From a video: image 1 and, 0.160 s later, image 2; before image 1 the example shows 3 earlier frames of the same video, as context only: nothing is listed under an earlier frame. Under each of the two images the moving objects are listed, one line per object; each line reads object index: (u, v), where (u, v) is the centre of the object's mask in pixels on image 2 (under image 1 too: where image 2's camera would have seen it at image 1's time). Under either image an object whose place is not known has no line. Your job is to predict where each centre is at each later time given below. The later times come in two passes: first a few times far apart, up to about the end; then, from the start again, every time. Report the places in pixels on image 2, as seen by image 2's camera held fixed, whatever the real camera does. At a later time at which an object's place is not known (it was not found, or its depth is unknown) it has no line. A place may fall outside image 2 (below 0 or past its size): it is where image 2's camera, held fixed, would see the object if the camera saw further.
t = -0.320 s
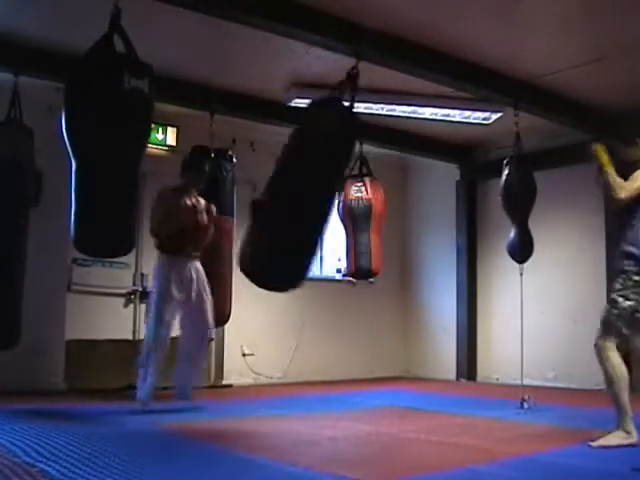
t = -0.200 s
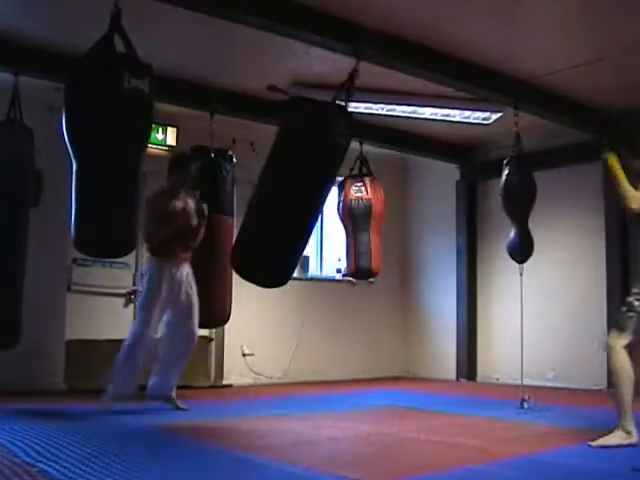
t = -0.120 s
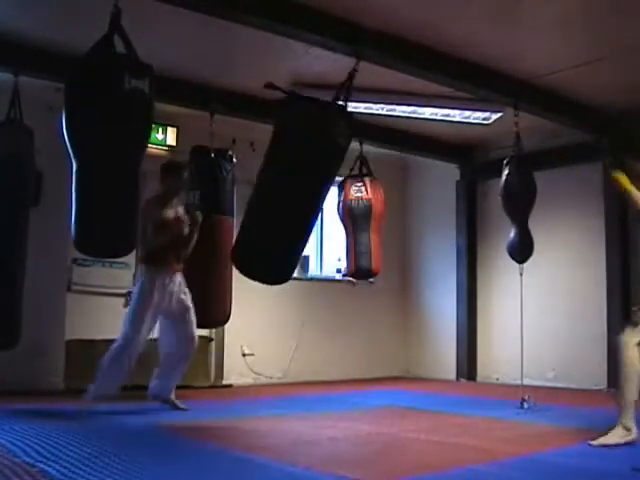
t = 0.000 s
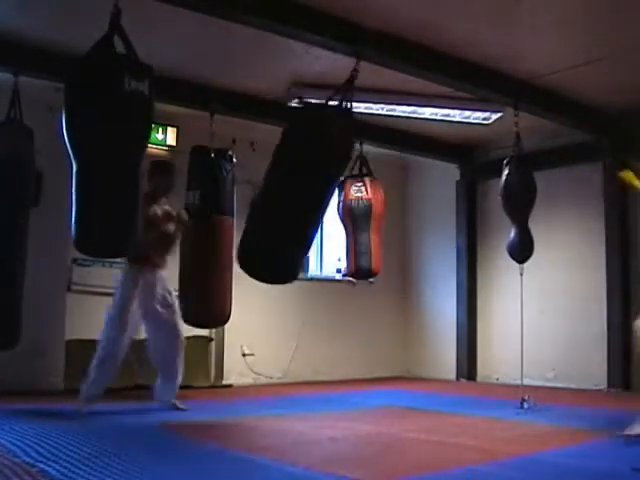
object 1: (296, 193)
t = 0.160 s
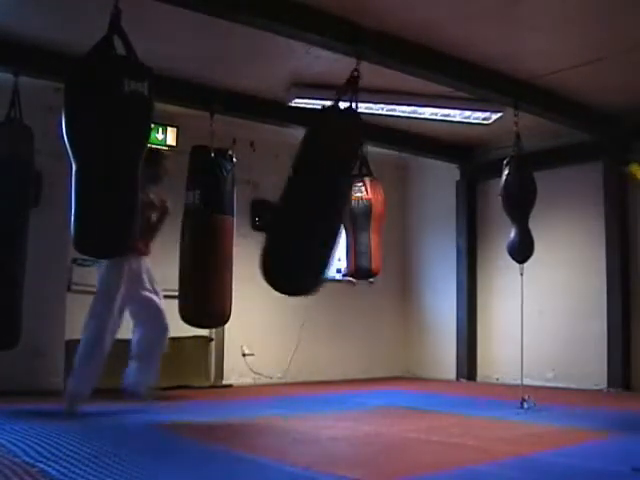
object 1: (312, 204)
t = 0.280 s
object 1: (337, 209)
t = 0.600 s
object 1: (405, 206)
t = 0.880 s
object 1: (436, 183)
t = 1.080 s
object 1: (426, 184)
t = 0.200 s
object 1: (320, 207)
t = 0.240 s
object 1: (328, 207)
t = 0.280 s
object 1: (337, 209)
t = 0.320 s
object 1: (347, 208)
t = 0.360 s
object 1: (355, 209)
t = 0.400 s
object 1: (364, 210)
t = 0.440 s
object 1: (373, 211)
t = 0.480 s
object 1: (380, 211)
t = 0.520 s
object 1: (389, 211)
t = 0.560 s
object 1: (397, 208)
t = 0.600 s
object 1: (405, 206)
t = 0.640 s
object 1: (411, 202)
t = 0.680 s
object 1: (418, 199)
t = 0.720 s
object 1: (424, 195)
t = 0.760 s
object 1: (430, 193)
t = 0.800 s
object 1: (433, 191)
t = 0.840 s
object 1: (435, 186)
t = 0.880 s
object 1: (436, 183)
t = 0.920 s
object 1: (434, 181)
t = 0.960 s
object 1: (432, 181)
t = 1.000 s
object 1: (430, 181)
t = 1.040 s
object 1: (428, 182)
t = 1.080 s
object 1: (426, 184)
